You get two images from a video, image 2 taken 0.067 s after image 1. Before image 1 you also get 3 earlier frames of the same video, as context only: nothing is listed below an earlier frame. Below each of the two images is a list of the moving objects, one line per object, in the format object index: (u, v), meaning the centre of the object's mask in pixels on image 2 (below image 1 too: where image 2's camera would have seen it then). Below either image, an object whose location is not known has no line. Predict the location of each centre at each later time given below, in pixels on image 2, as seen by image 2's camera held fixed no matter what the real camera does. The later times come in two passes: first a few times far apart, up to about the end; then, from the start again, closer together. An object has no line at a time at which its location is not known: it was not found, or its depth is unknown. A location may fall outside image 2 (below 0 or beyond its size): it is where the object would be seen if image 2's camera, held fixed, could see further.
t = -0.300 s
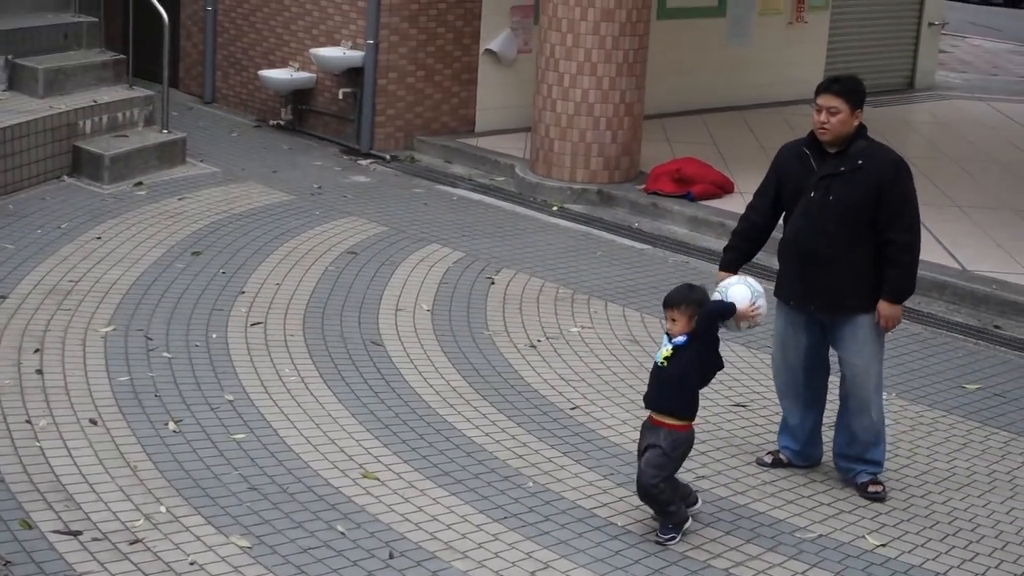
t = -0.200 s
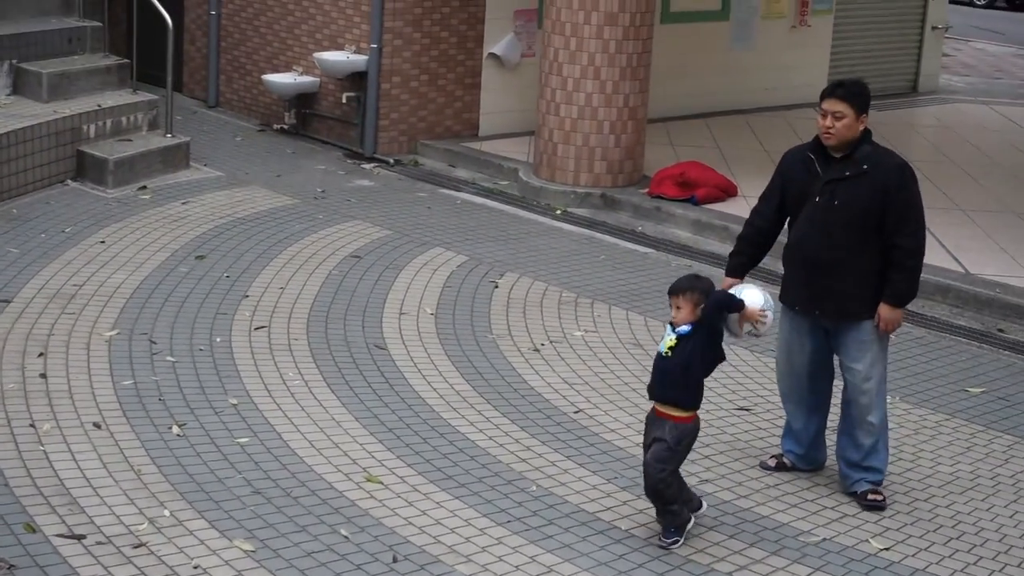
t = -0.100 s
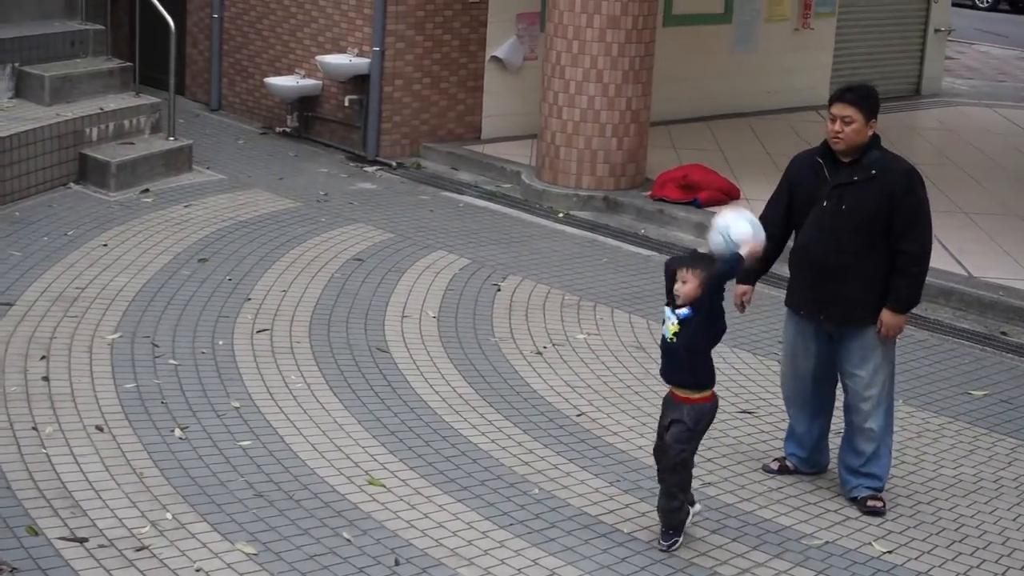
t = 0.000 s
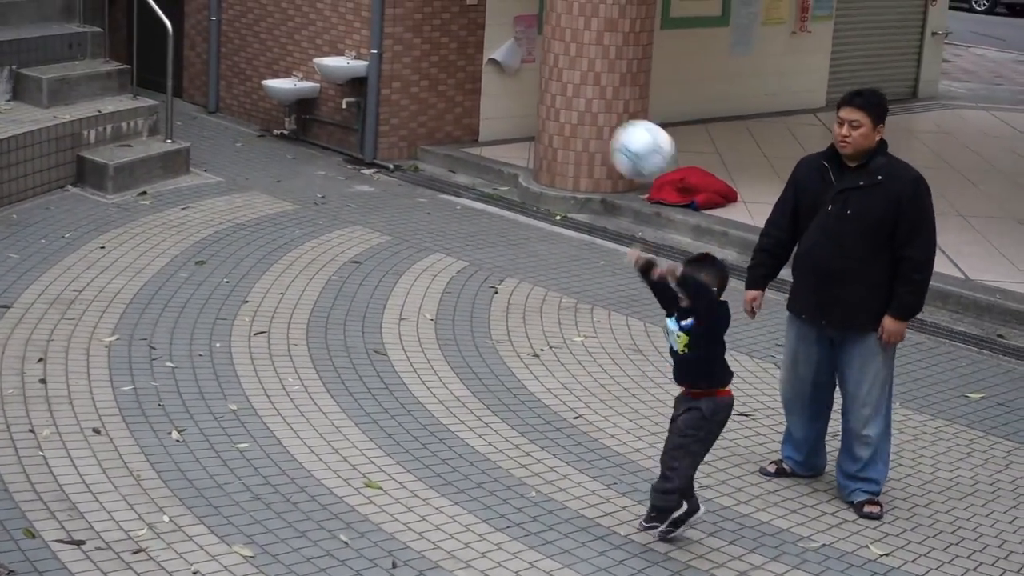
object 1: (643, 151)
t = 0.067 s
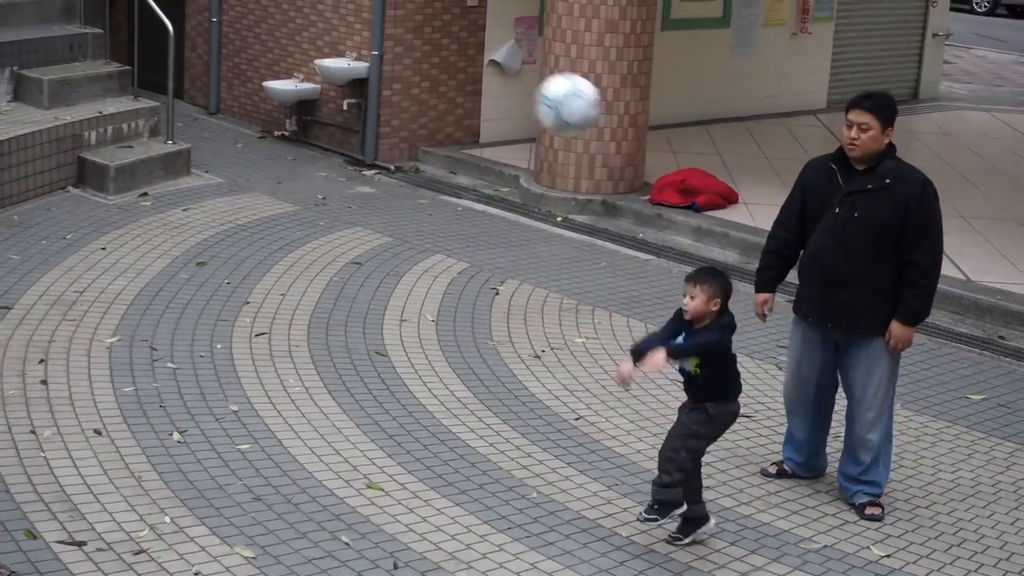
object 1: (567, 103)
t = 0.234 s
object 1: (345, 30)
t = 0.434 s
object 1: (14, 38)
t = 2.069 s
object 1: (8, 344)
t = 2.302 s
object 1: (48, 290)
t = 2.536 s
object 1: (87, 387)
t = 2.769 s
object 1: (120, 509)
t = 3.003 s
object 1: (146, 372)
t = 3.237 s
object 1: (173, 373)
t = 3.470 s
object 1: (195, 509)
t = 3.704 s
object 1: (224, 394)
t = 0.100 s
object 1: (528, 80)
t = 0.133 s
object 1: (484, 65)
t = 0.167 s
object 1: (441, 52)
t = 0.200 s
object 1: (394, 39)
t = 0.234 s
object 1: (345, 30)
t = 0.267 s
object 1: (295, 27)
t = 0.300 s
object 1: (243, 24)
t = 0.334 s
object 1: (189, 22)
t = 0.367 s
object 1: (133, 23)
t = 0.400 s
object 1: (76, 28)
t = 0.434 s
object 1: (14, 38)
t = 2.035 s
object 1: (4, 365)
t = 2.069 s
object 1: (8, 344)
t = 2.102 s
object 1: (14, 327)
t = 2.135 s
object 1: (20, 313)
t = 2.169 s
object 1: (25, 302)
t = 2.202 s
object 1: (31, 294)
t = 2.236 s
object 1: (37, 290)
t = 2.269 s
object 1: (43, 288)
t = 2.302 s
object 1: (48, 290)
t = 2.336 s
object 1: (55, 294)
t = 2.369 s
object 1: (60, 302)
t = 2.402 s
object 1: (66, 313)
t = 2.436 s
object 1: (72, 327)
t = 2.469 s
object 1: (77, 343)
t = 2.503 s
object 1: (81, 364)
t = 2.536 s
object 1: (87, 387)
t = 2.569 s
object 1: (93, 412)
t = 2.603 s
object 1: (99, 440)
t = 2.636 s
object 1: (103, 471)
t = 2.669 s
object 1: (107, 504)
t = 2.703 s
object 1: (113, 539)
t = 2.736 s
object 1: (116, 539)
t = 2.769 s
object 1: (120, 509)
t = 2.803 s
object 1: (124, 481)
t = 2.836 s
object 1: (128, 455)
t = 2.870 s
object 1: (133, 432)
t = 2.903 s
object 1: (137, 413)
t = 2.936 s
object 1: (141, 396)
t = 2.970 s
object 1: (144, 382)
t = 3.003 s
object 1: (146, 372)
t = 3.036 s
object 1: (151, 361)
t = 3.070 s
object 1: (155, 358)
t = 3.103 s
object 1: (159, 356)
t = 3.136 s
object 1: (163, 356)
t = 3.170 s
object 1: (165, 359)
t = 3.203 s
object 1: (170, 364)
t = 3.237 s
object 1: (173, 373)
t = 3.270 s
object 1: (176, 384)
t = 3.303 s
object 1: (180, 398)
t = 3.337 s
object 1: (184, 414)
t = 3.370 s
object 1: (186, 435)
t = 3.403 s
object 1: (189, 458)
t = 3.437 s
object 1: (193, 482)
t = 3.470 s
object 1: (195, 509)
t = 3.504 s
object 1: (200, 487)
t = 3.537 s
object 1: (204, 465)
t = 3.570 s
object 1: (207, 446)
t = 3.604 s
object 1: (212, 429)
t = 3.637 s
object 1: (216, 415)
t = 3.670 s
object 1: (220, 403)
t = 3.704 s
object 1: (224, 394)
